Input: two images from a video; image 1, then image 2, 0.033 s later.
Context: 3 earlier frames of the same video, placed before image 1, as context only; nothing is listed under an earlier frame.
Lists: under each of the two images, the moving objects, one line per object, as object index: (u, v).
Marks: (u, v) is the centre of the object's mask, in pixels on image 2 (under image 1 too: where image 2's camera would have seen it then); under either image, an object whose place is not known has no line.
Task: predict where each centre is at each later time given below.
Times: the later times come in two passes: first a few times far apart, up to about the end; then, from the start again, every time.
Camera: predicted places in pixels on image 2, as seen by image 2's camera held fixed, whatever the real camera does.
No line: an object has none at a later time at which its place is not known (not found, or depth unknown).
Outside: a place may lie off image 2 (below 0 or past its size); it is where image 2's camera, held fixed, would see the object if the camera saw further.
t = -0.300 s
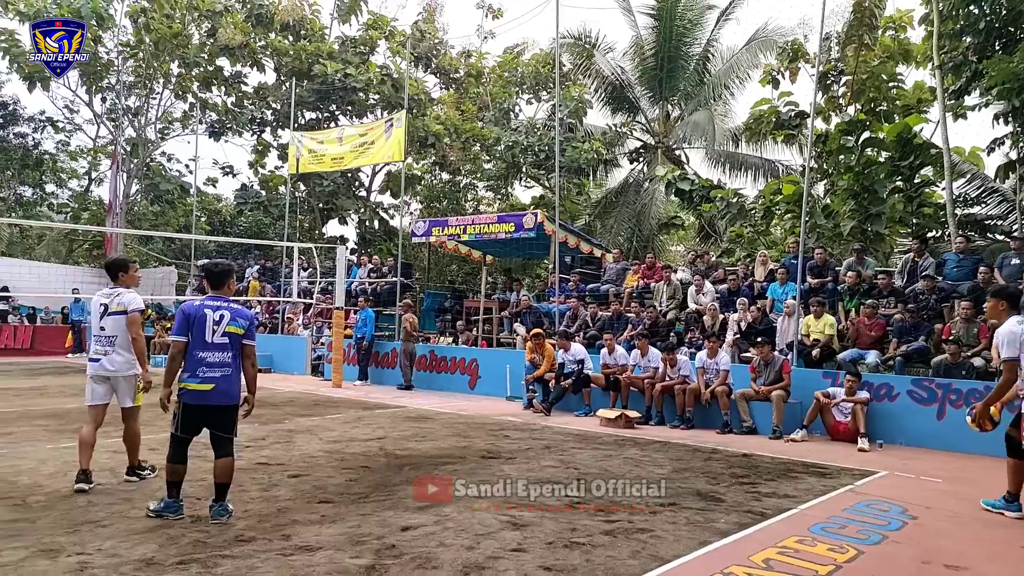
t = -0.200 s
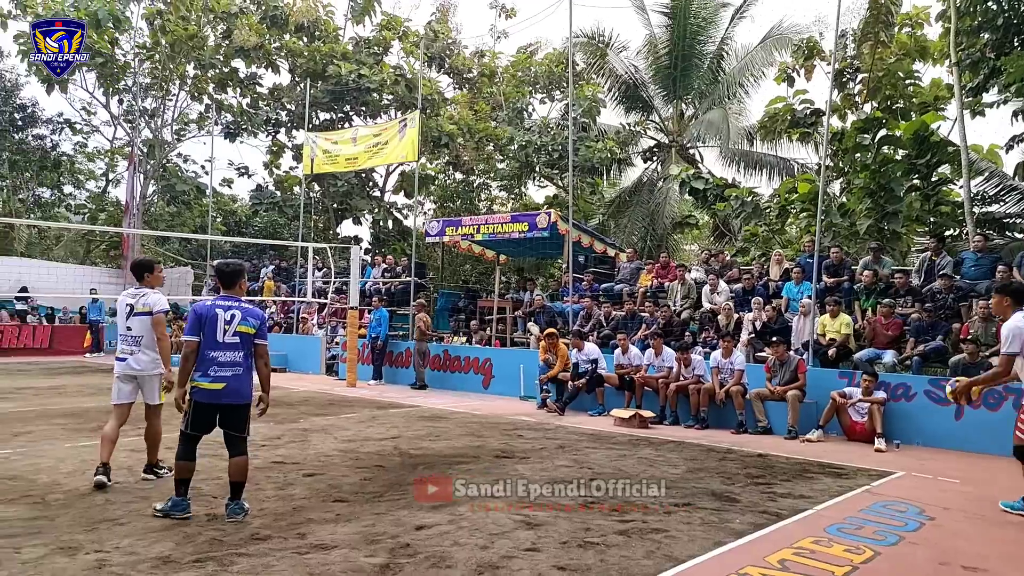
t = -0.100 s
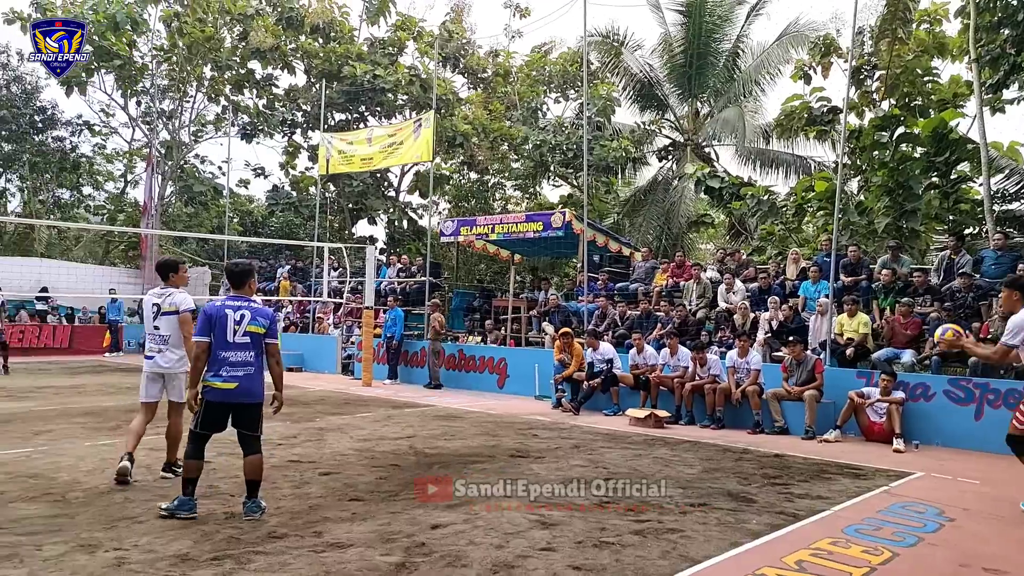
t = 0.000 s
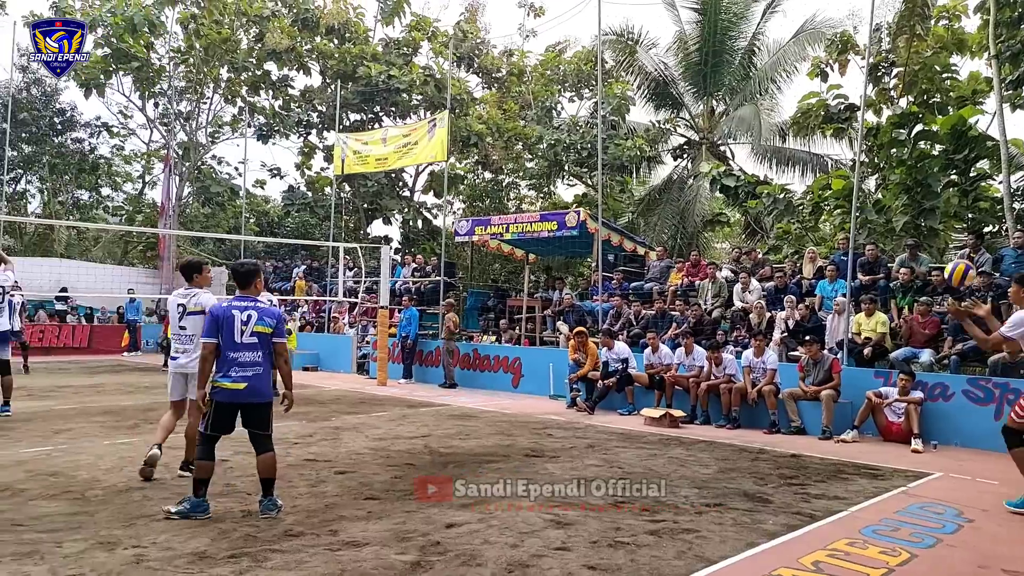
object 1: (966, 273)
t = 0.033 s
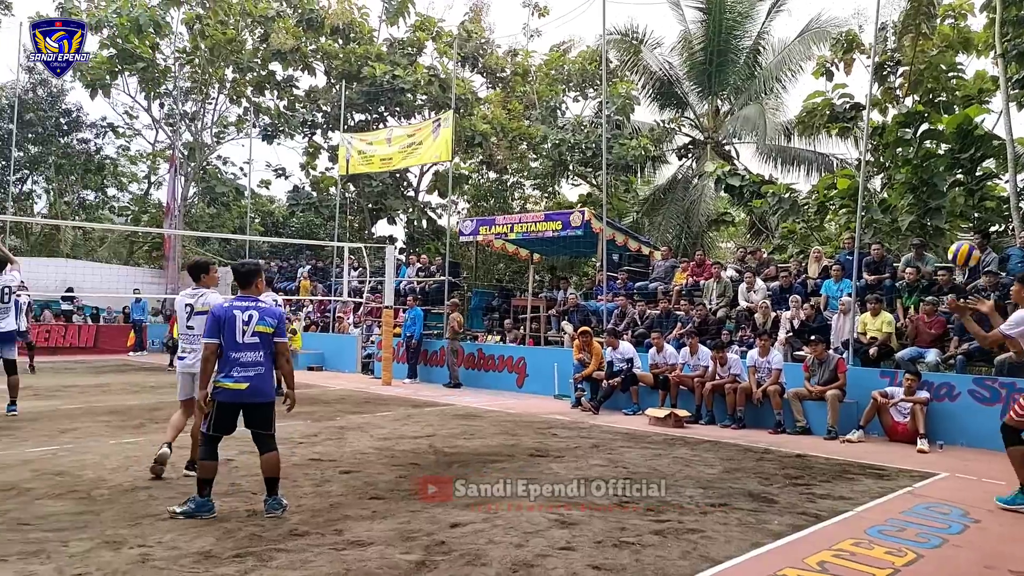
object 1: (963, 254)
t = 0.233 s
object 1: (949, 177)
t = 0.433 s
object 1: (933, 152)
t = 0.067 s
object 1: (961, 237)
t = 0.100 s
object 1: (959, 222)
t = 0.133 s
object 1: (956, 209)
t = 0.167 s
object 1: (953, 197)
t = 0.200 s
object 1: (951, 186)
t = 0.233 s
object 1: (949, 177)
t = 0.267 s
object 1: (946, 169)
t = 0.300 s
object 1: (944, 163)
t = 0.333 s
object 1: (941, 158)
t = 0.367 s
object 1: (939, 155)
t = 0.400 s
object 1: (936, 153)
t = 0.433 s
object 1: (933, 152)
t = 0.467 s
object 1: (931, 153)
